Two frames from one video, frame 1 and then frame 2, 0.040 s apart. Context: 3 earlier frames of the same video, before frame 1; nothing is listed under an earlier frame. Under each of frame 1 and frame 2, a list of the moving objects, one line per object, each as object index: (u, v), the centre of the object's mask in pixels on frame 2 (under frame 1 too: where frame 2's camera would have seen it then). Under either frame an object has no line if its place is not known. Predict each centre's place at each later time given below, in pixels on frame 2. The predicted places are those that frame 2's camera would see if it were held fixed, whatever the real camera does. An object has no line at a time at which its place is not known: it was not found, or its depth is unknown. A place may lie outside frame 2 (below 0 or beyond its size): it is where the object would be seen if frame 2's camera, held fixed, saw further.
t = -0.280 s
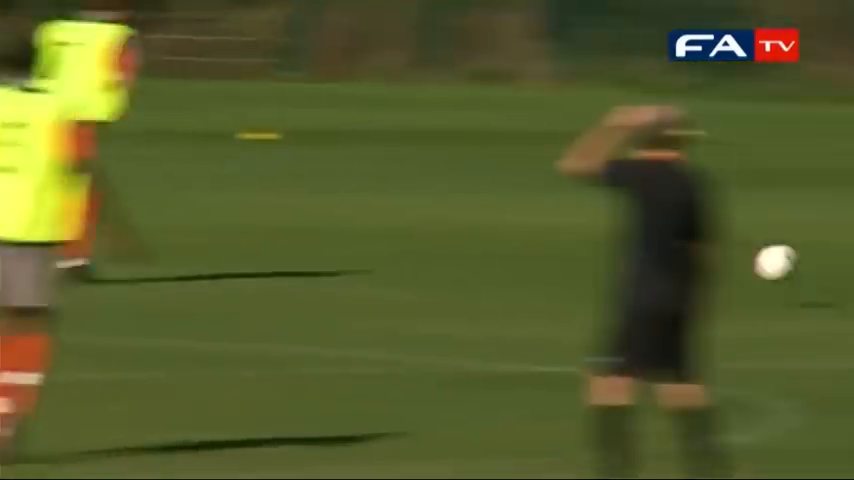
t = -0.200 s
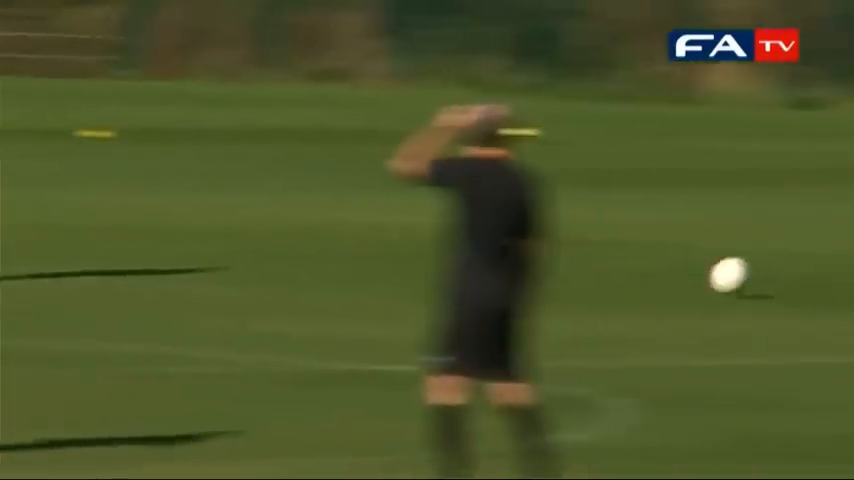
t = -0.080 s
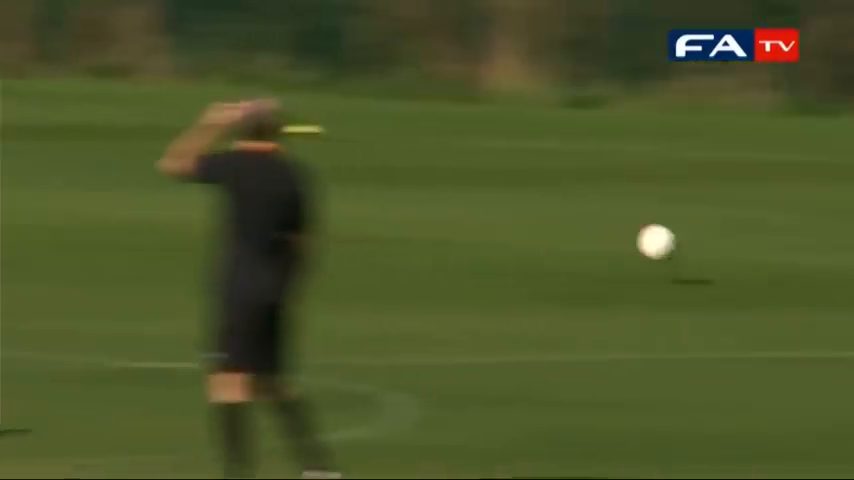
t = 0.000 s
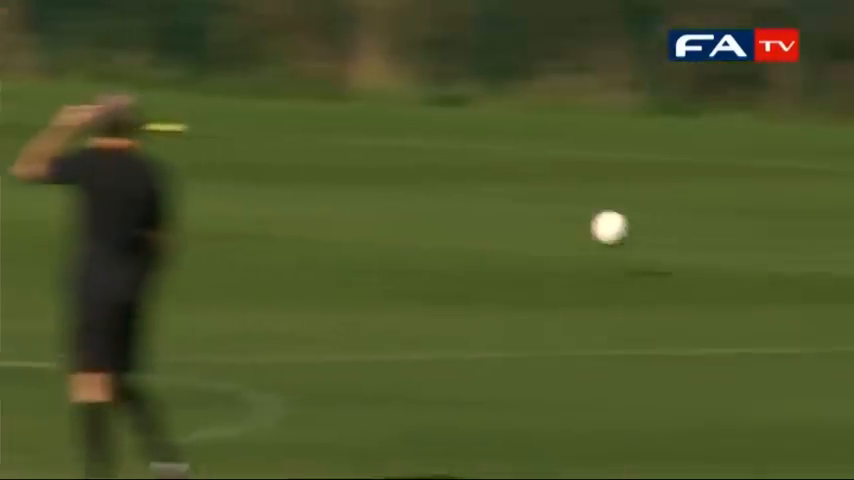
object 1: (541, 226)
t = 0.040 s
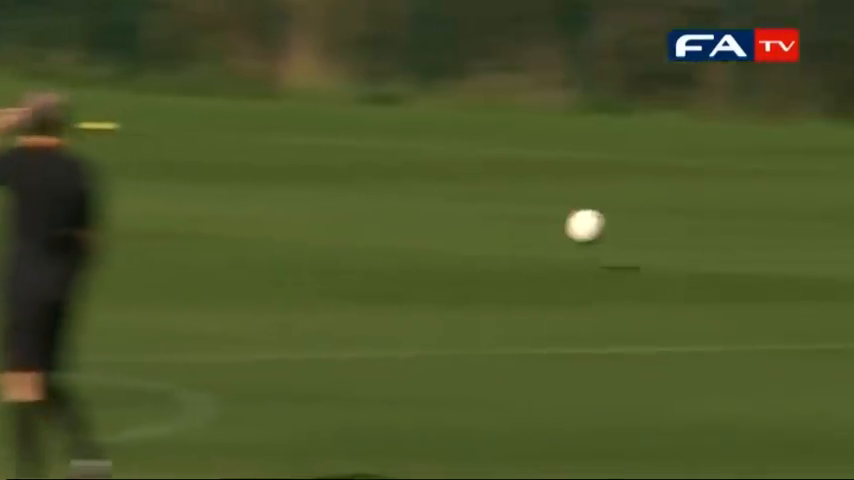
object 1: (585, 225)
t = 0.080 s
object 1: (625, 228)
